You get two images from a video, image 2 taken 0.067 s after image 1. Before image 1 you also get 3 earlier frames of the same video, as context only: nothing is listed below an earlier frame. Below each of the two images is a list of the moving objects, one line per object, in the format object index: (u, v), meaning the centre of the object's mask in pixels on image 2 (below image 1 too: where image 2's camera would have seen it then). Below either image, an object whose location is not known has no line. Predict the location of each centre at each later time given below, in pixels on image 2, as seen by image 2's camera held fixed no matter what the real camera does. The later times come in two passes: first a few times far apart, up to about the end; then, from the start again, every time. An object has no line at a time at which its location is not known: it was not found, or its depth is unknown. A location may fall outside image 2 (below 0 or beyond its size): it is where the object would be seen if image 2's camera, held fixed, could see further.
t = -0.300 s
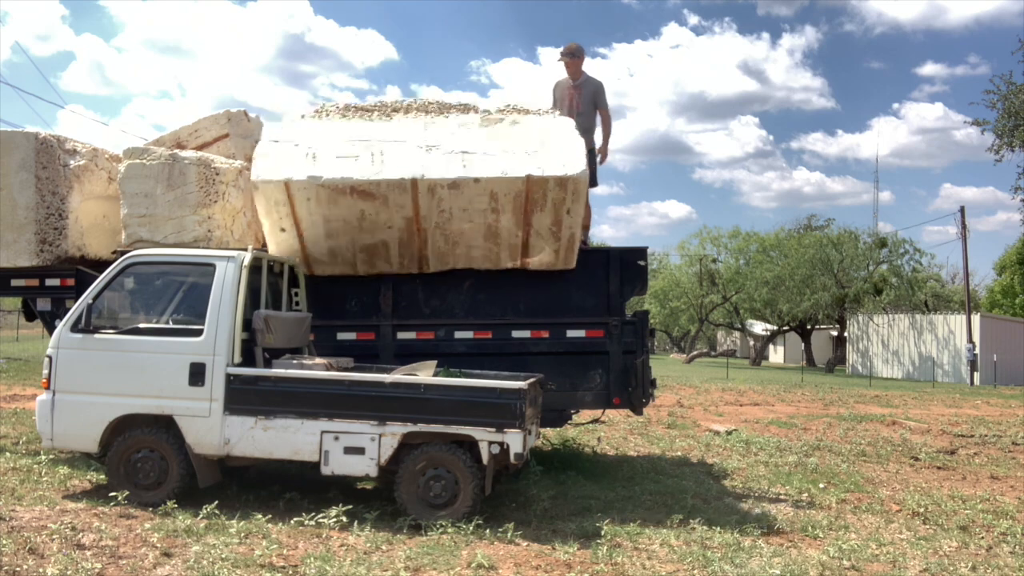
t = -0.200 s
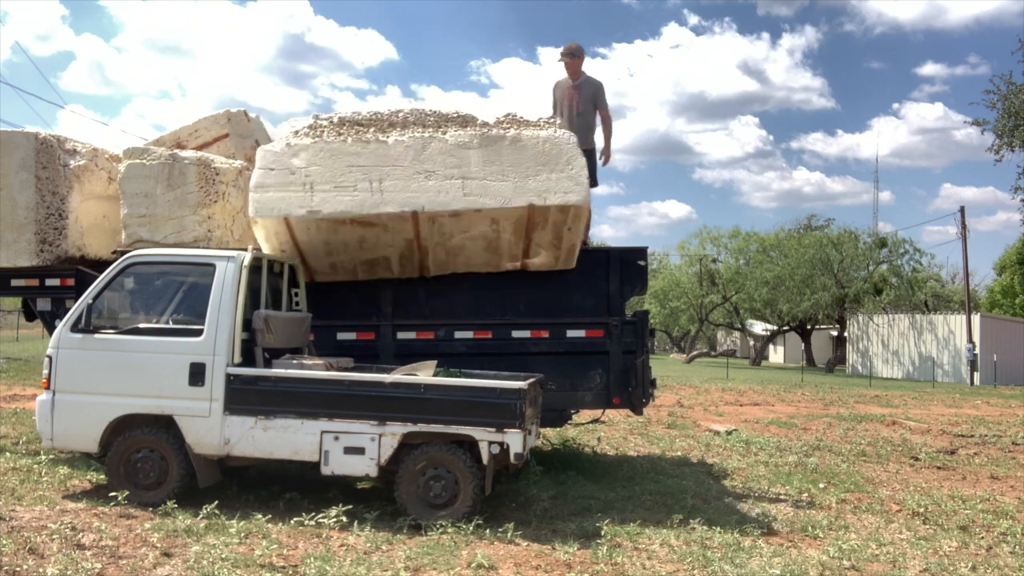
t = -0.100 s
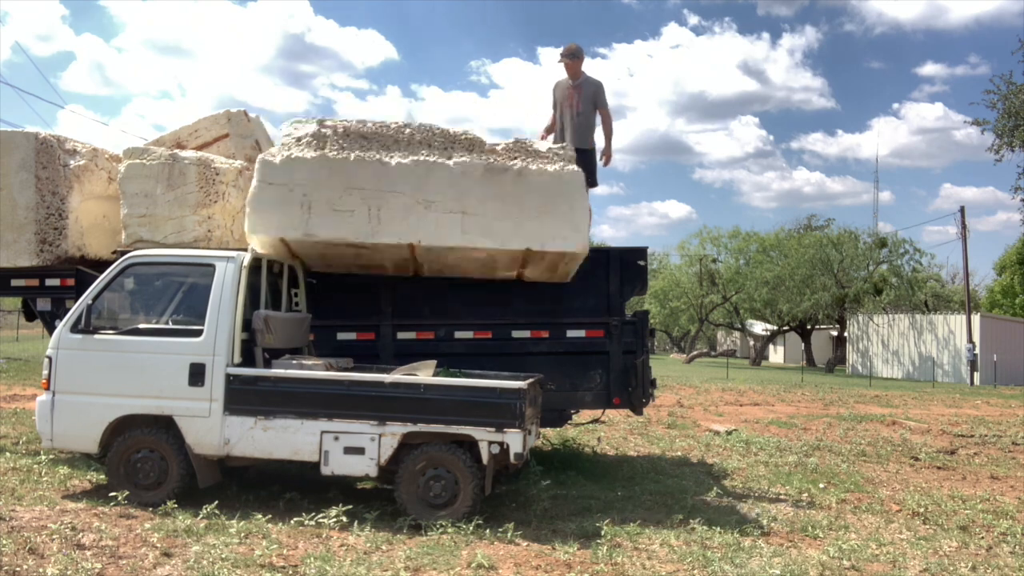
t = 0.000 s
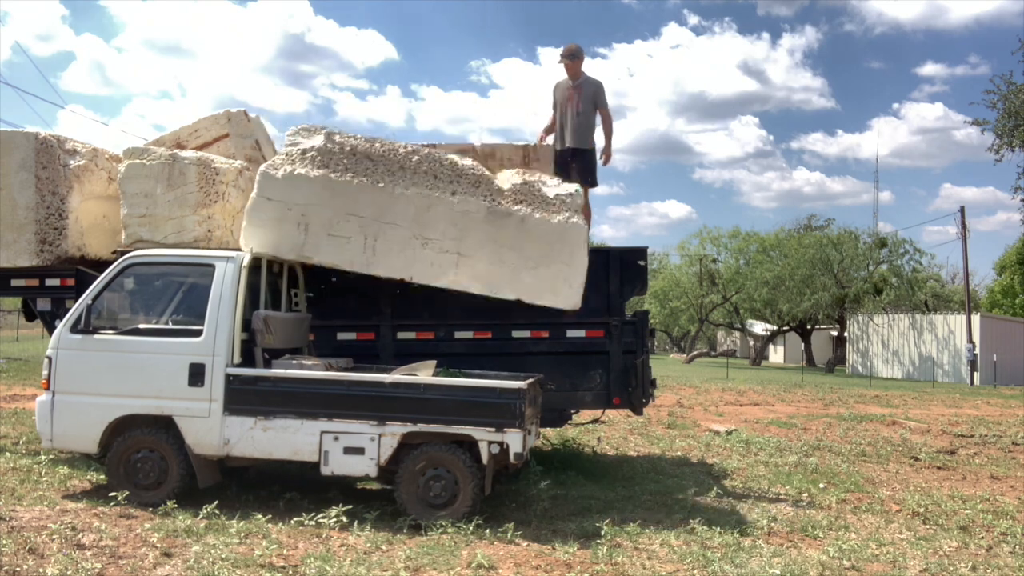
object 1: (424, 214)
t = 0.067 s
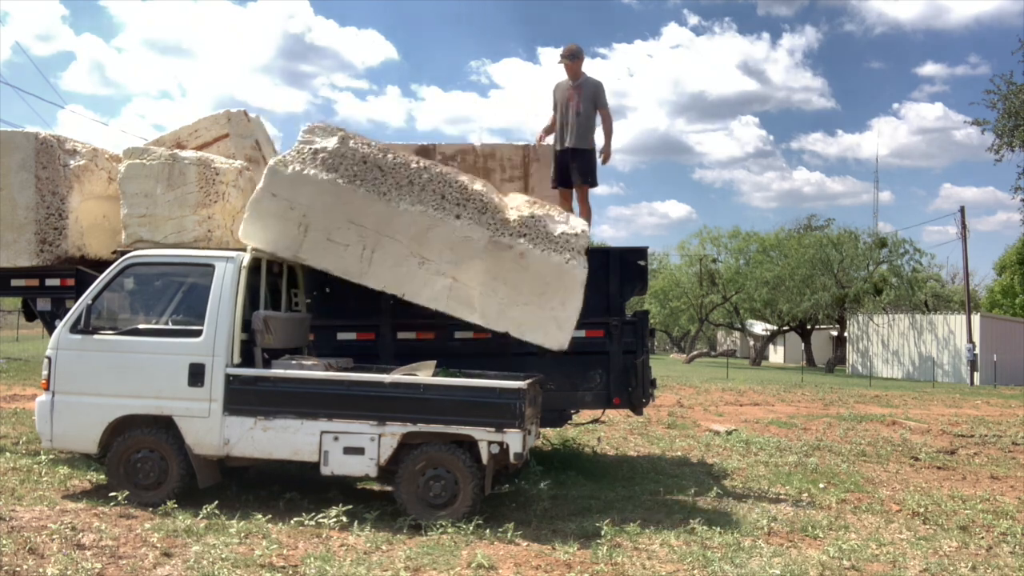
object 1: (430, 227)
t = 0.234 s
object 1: (447, 242)
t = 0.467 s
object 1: (459, 251)
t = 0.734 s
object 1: (466, 254)
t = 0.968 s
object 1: (466, 257)
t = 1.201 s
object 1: (461, 264)
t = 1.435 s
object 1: (462, 264)
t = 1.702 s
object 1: (461, 265)
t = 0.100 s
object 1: (433, 234)
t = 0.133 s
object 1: (436, 242)
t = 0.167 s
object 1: (441, 243)
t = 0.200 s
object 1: (444, 243)
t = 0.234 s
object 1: (447, 242)
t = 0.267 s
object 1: (450, 242)
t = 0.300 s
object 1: (452, 244)
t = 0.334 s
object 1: (454, 246)
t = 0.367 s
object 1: (455, 247)
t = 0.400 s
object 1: (456, 248)
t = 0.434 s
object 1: (457, 250)
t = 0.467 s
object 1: (459, 251)
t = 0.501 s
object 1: (461, 252)
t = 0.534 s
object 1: (462, 251)
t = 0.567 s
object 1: (464, 252)
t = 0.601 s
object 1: (465, 253)
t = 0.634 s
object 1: (465, 253)
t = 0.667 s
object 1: (466, 253)
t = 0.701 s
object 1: (466, 253)
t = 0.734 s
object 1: (466, 254)
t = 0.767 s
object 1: (466, 255)
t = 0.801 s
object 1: (466, 255)
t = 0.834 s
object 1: (466, 256)
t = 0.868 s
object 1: (466, 256)
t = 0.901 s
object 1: (466, 256)
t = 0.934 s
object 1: (466, 257)
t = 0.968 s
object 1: (466, 257)
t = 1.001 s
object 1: (466, 257)
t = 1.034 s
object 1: (466, 258)
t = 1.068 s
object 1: (466, 258)
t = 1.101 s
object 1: (465, 259)
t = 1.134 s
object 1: (464, 261)
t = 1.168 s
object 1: (463, 262)
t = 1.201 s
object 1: (461, 264)
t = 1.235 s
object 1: (460, 264)
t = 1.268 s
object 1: (460, 264)
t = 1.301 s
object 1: (461, 264)
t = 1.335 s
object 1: (462, 264)
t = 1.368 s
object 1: (462, 264)
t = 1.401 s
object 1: (462, 264)
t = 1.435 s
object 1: (462, 264)
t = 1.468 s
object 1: (462, 264)
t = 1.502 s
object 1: (461, 264)
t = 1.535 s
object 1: (461, 264)
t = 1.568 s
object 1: (461, 264)
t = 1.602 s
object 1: (461, 264)
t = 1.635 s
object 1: (461, 265)
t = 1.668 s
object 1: (461, 265)
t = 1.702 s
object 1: (461, 265)
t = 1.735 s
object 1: (461, 265)
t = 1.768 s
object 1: (461, 265)
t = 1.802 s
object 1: (461, 265)
